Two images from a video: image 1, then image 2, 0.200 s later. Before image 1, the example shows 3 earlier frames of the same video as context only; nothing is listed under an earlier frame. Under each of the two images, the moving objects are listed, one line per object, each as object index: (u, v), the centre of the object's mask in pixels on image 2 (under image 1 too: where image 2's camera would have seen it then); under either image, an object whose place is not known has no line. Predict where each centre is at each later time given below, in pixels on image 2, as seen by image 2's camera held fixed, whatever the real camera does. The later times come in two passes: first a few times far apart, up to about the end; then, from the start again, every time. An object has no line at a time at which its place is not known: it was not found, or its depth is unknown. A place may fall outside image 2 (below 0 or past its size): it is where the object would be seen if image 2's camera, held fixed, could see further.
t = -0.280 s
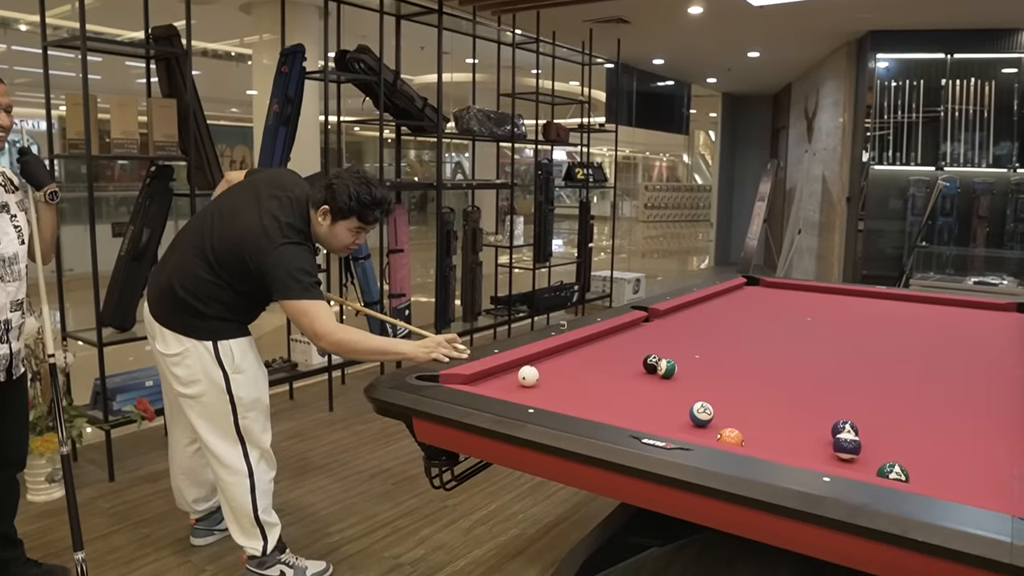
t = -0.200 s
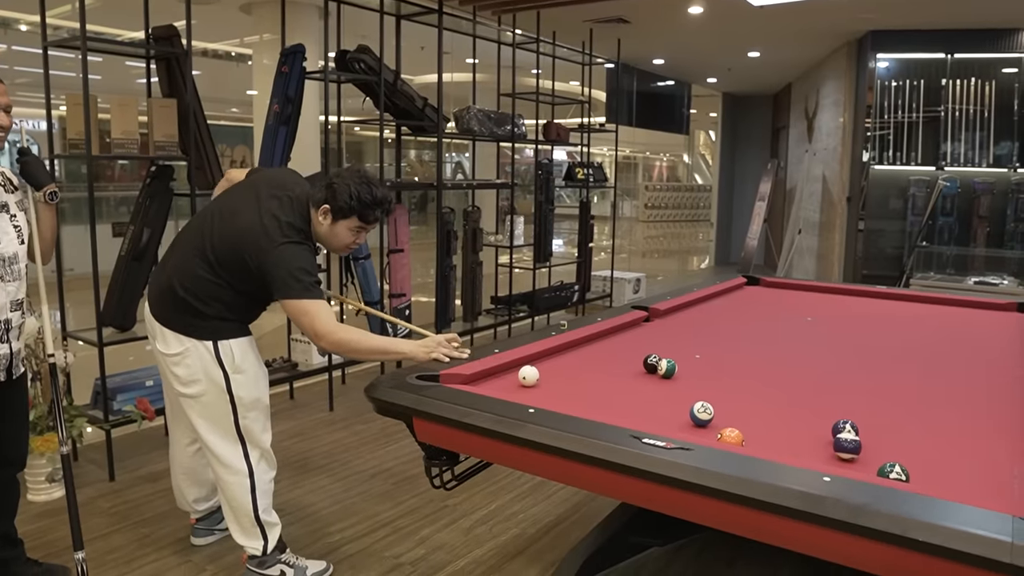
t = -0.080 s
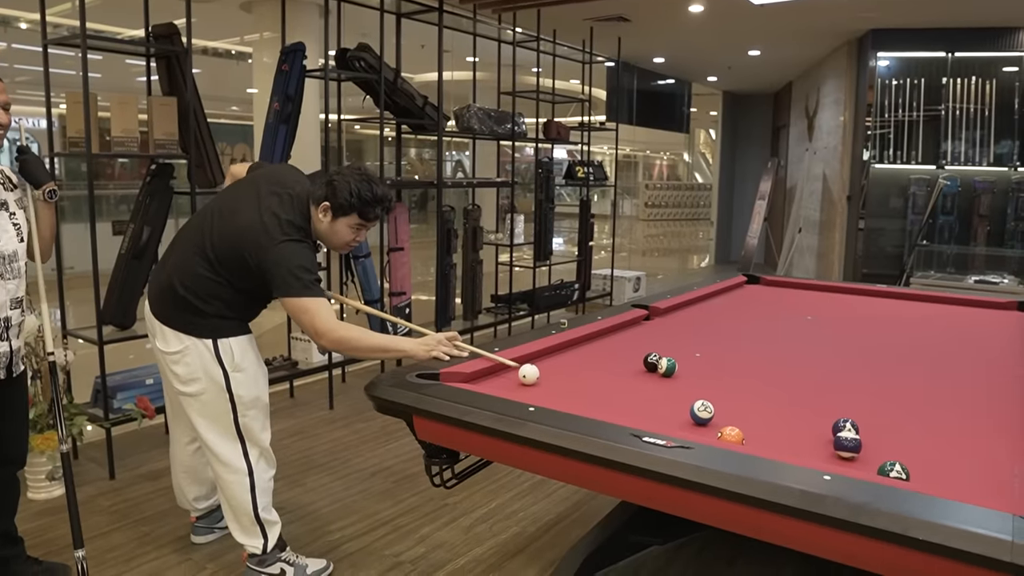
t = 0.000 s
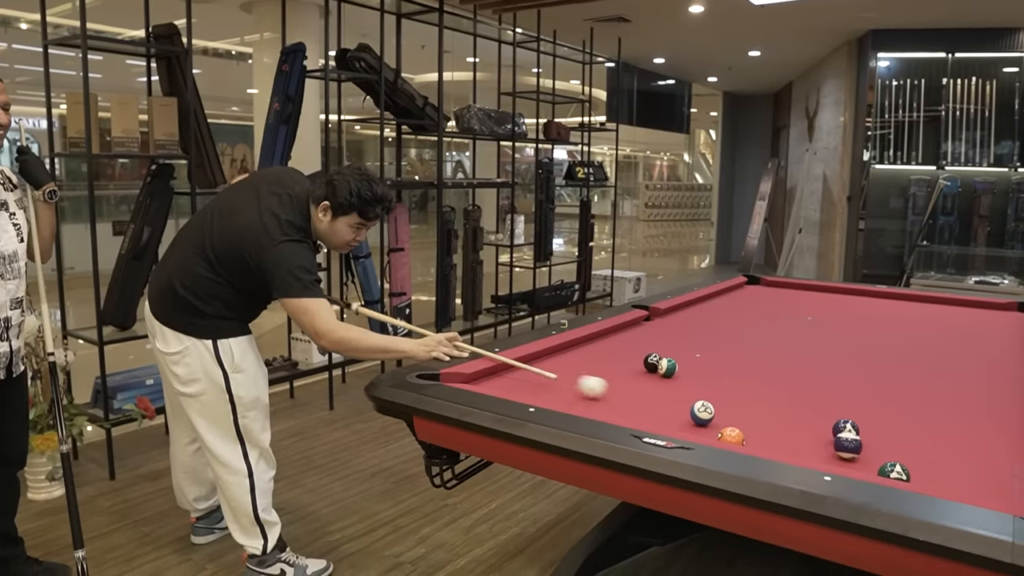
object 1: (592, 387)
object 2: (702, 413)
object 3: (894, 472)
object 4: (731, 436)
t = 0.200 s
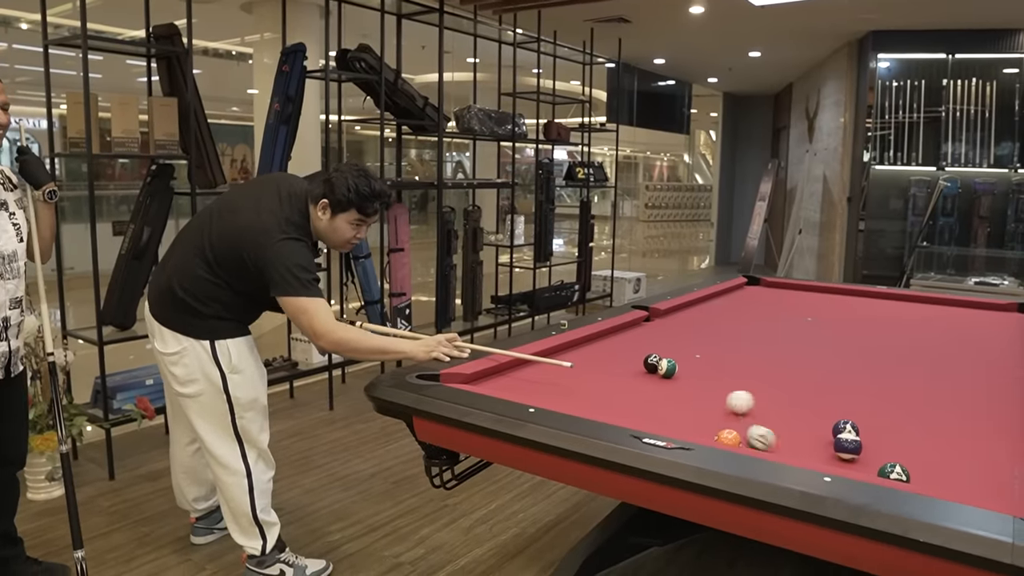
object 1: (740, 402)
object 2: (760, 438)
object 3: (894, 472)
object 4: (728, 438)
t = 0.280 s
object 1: (784, 401)
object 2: (813, 452)
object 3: (894, 472)
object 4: (730, 436)
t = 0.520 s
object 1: (924, 402)
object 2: (880, 469)
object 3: (983, 493)
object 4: (740, 432)
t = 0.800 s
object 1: (985, 391)
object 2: (923, 480)
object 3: (1019, 509)
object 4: (751, 422)
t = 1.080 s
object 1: (916, 366)
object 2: (961, 487)
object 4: (760, 414)
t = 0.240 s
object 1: (762, 401)
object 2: (786, 444)
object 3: (894, 472)
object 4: (728, 438)
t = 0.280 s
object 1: (784, 401)
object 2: (813, 452)
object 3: (894, 472)
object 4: (730, 436)
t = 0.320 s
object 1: (808, 401)
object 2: (839, 458)
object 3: (894, 472)
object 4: (732, 435)
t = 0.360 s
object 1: (831, 401)
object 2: (862, 464)
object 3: (897, 472)
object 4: (734, 435)
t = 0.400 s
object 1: (855, 401)
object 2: (865, 465)
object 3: (923, 479)
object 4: (736, 434)
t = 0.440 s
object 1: (878, 402)
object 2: (868, 466)
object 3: (946, 485)
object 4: (737, 433)
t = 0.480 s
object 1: (901, 402)
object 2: (874, 467)
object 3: (965, 489)
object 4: (738, 432)
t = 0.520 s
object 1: (924, 402)
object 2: (880, 469)
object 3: (983, 493)
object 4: (740, 432)
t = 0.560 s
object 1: (947, 402)
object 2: (886, 471)
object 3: (1001, 497)
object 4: (742, 430)
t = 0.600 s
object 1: (969, 403)
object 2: (892, 472)
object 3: (1013, 502)
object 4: (744, 429)
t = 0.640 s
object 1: (992, 403)
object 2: (898, 474)
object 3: (1021, 506)
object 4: (745, 427)
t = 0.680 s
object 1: (1014, 403)
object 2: (905, 475)
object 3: (1020, 506)
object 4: (747, 426)
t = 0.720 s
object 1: (1010, 400)
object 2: (911, 477)
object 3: (1019, 507)
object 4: (748, 425)
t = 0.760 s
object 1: (996, 395)
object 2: (917, 479)
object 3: (1019, 508)
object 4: (750, 423)
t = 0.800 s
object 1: (985, 391)
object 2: (923, 480)
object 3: (1019, 509)
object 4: (751, 422)
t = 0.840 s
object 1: (974, 387)
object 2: (929, 481)
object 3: (1019, 510)
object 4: (752, 421)
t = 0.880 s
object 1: (964, 383)
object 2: (935, 482)
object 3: (1022, 512)
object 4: (754, 420)
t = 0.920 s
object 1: (953, 380)
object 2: (941, 483)
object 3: (1023, 514)
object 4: (755, 418)
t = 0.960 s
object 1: (943, 376)
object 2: (945, 484)
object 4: (756, 417)
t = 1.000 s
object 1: (934, 373)
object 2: (951, 486)
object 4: (758, 416)
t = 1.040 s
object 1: (925, 370)
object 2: (956, 486)
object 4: (759, 415)
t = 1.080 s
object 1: (916, 366)
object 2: (961, 487)
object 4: (760, 414)
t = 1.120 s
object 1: (908, 364)
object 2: (966, 488)
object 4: (761, 413)
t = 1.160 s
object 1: (900, 361)
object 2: (971, 489)
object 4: (762, 412)
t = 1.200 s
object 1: (892, 358)
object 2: (976, 490)
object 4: (763, 411)
